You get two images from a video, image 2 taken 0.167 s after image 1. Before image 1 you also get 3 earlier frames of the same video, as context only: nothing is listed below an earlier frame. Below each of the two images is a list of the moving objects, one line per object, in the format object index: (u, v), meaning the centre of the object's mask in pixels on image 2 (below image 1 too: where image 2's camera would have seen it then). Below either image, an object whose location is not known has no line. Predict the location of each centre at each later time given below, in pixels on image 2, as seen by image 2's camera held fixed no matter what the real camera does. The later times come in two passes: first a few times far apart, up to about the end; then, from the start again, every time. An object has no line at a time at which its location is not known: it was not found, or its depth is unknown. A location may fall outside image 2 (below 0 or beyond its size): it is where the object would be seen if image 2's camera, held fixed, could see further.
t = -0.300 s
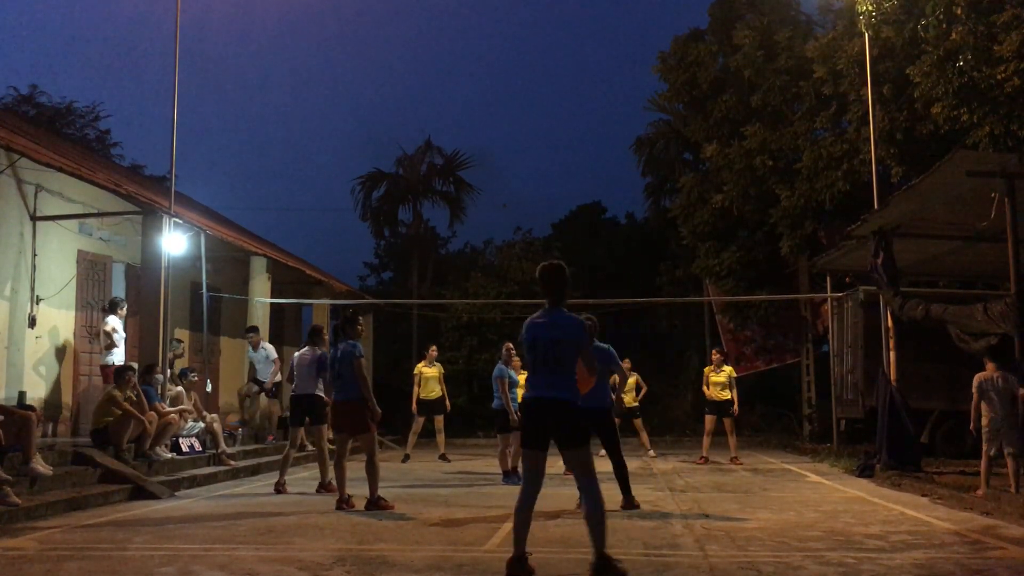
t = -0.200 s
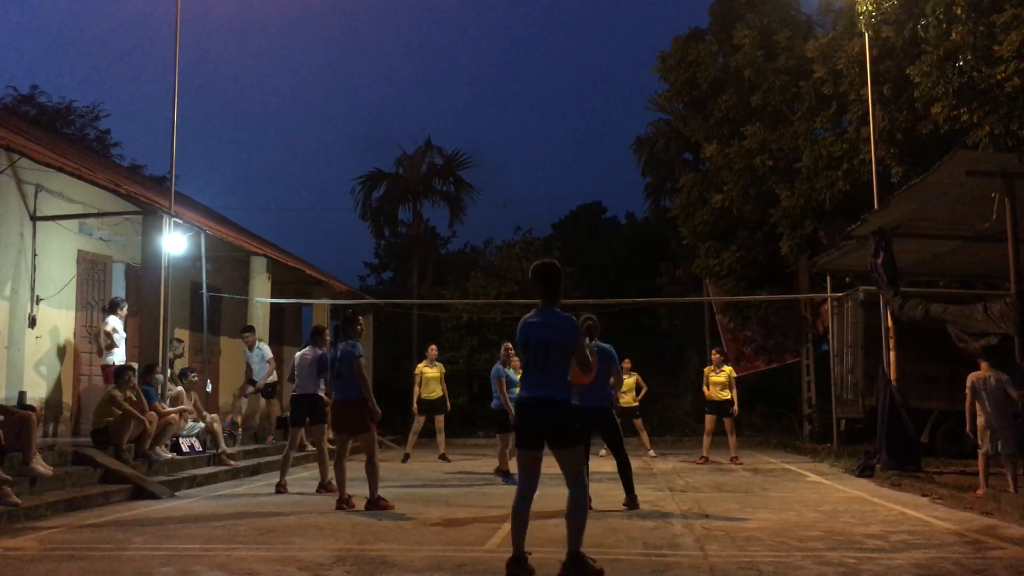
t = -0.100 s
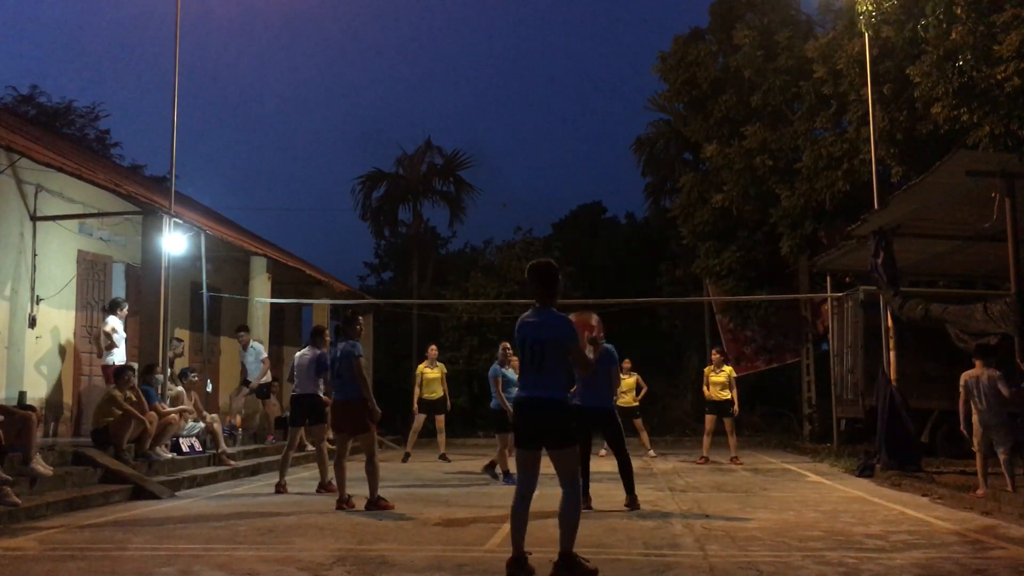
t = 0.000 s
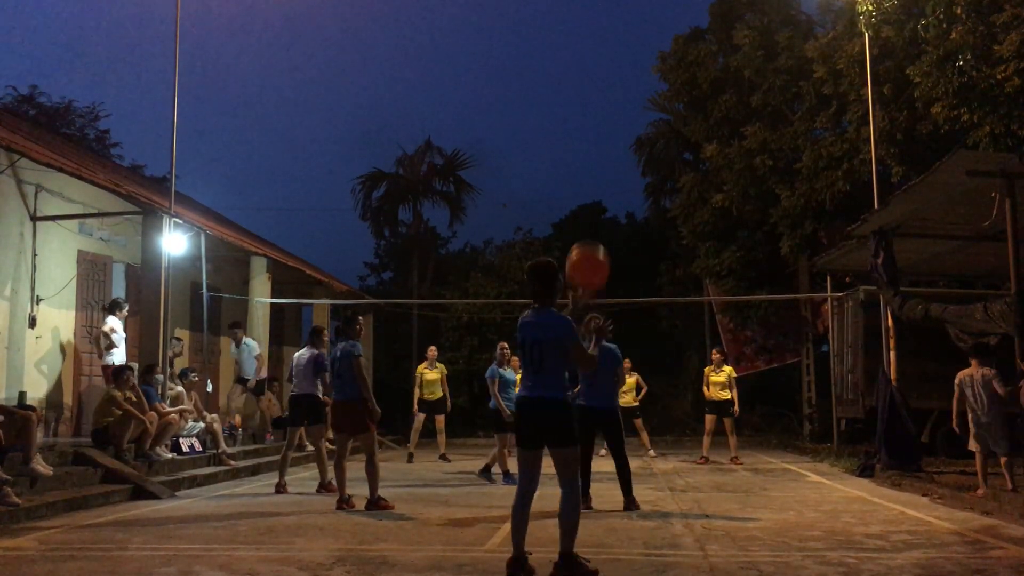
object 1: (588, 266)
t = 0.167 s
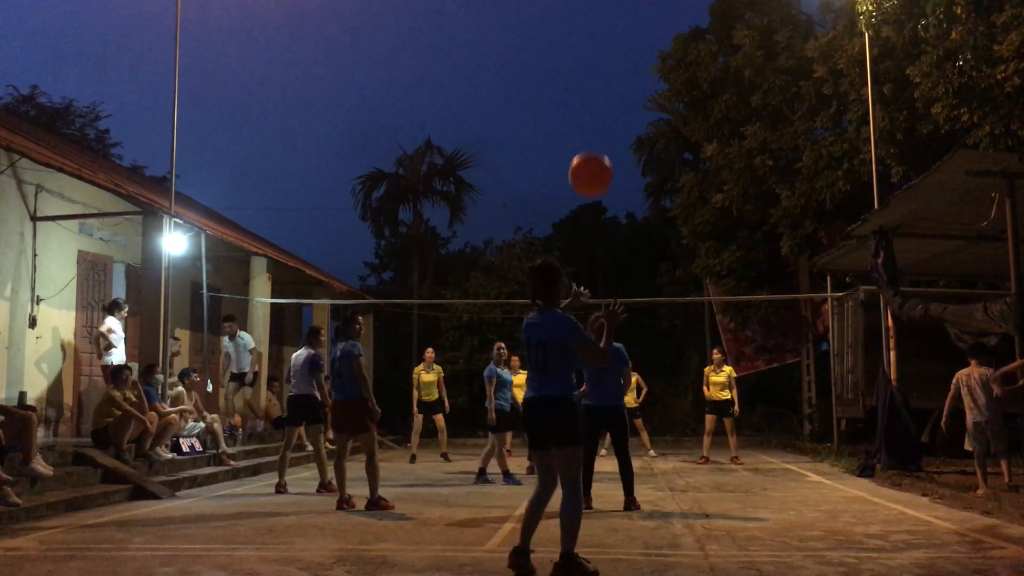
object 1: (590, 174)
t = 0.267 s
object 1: (590, 142)
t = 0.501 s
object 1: (589, 136)
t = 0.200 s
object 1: (591, 161)
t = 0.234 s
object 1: (590, 150)
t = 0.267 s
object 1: (590, 142)
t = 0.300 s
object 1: (590, 136)
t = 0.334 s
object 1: (590, 131)
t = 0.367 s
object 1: (590, 128)
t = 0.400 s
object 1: (590, 127)
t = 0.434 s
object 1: (590, 127)
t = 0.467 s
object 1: (590, 131)
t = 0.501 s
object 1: (589, 136)
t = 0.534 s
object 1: (589, 143)
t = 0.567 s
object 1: (589, 151)
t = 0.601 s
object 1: (588, 162)
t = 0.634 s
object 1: (588, 176)
